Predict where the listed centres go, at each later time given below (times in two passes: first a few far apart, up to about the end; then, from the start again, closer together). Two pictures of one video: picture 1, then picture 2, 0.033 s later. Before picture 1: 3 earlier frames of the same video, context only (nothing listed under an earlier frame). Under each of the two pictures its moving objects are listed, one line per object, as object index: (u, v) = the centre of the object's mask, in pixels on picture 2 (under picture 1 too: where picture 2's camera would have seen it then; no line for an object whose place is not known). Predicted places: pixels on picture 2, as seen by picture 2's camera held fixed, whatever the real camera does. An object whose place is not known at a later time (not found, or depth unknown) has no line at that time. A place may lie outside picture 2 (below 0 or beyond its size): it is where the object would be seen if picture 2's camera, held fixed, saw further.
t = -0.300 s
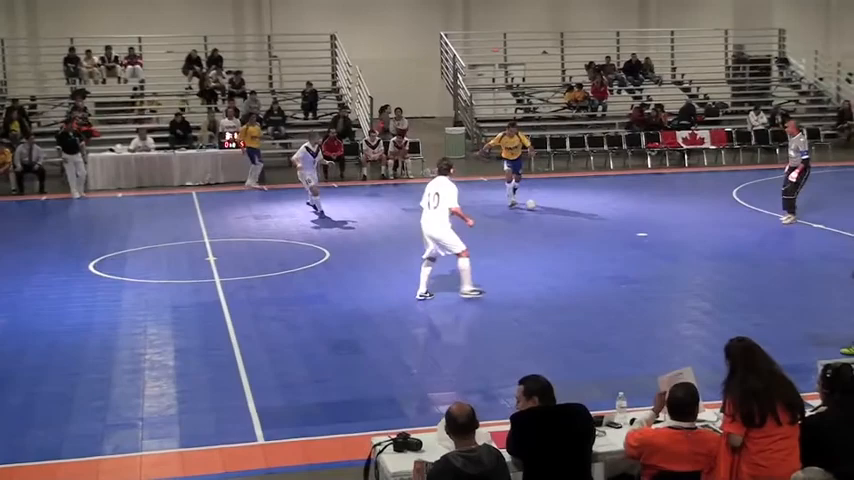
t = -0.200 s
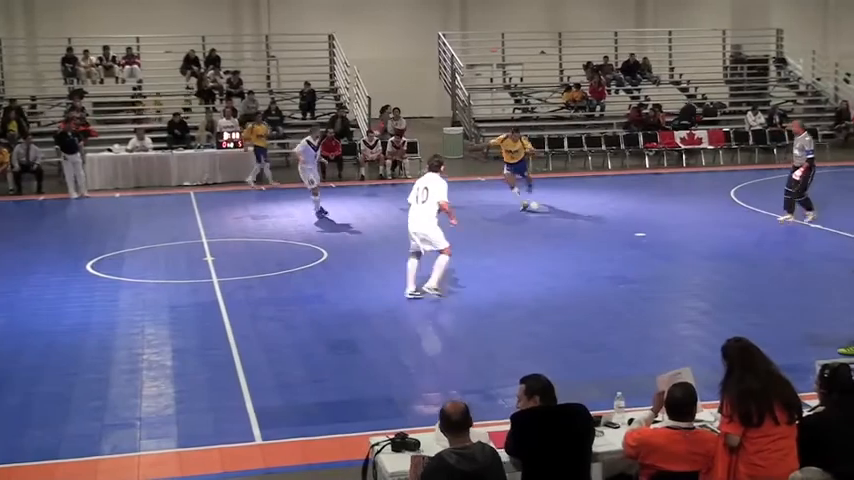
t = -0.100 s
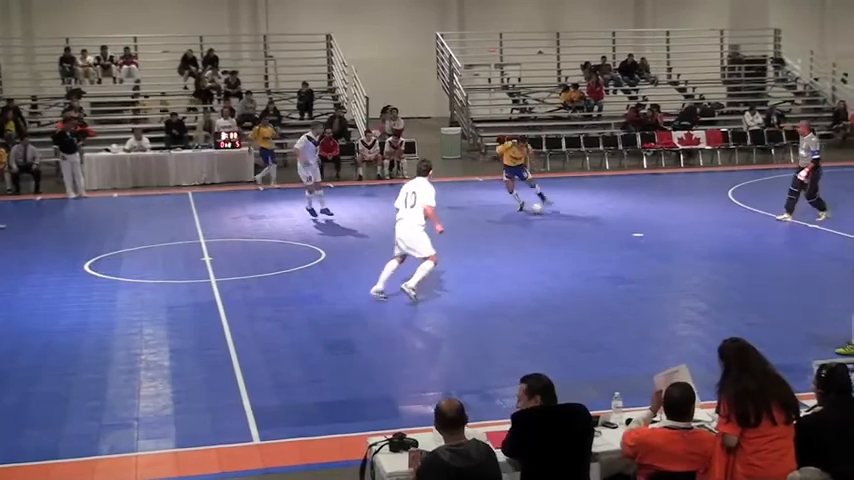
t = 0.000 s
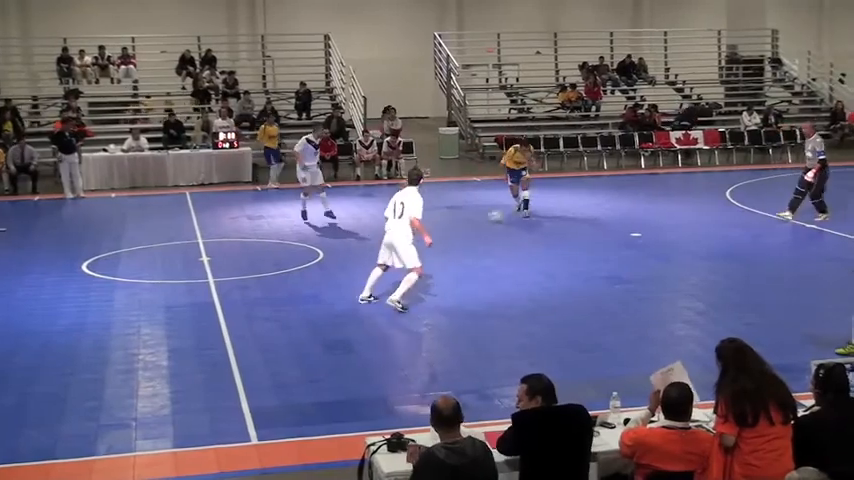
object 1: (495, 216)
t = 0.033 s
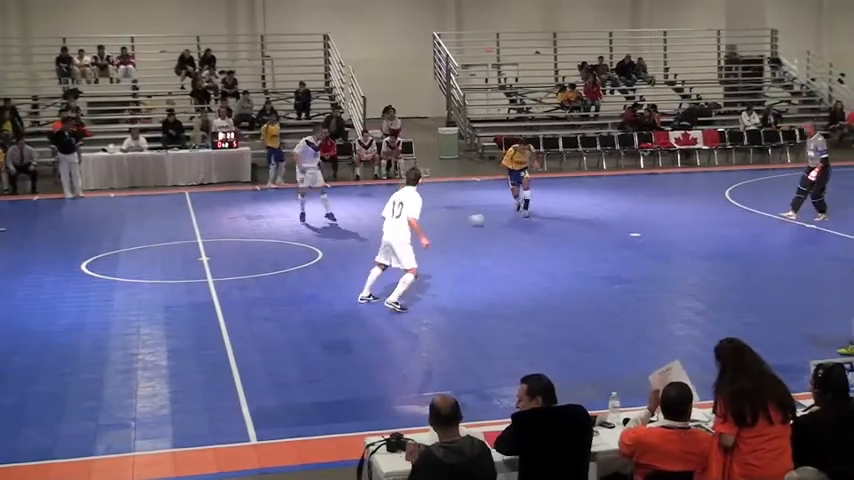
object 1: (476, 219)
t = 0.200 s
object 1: (371, 238)
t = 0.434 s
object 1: (216, 270)
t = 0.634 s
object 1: (60, 300)
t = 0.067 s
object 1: (456, 222)
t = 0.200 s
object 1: (371, 238)
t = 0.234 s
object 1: (352, 243)
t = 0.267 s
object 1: (331, 248)
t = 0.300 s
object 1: (308, 251)
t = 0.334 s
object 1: (286, 255)
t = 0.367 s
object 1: (263, 260)
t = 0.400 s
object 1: (240, 264)
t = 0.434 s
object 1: (216, 270)
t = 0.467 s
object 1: (191, 275)
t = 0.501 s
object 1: (166, 280)
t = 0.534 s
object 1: (141, 285)
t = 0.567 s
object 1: (114, 290)
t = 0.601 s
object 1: (87, 295)
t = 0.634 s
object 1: (60, 300)
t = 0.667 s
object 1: (32, 305)
